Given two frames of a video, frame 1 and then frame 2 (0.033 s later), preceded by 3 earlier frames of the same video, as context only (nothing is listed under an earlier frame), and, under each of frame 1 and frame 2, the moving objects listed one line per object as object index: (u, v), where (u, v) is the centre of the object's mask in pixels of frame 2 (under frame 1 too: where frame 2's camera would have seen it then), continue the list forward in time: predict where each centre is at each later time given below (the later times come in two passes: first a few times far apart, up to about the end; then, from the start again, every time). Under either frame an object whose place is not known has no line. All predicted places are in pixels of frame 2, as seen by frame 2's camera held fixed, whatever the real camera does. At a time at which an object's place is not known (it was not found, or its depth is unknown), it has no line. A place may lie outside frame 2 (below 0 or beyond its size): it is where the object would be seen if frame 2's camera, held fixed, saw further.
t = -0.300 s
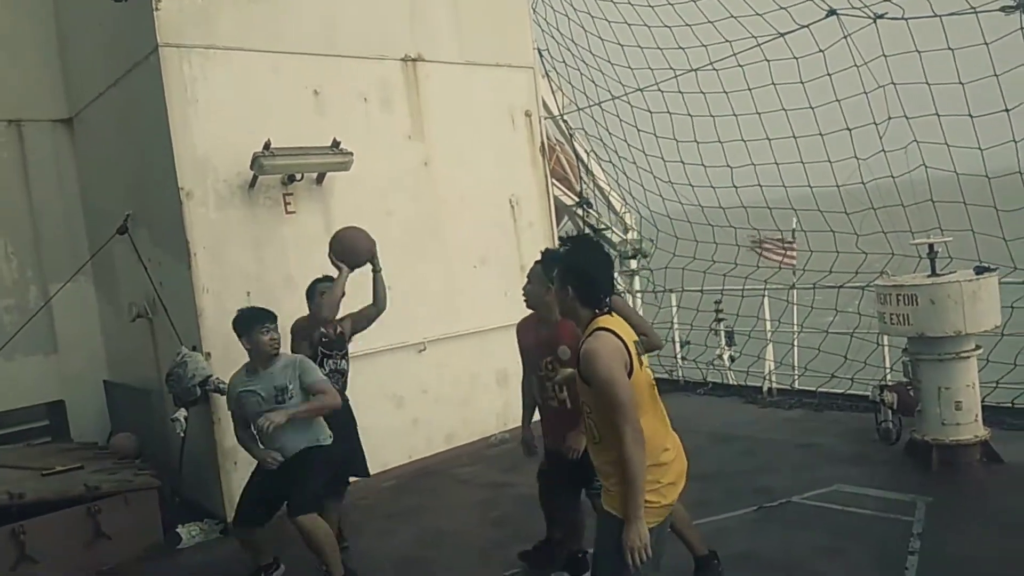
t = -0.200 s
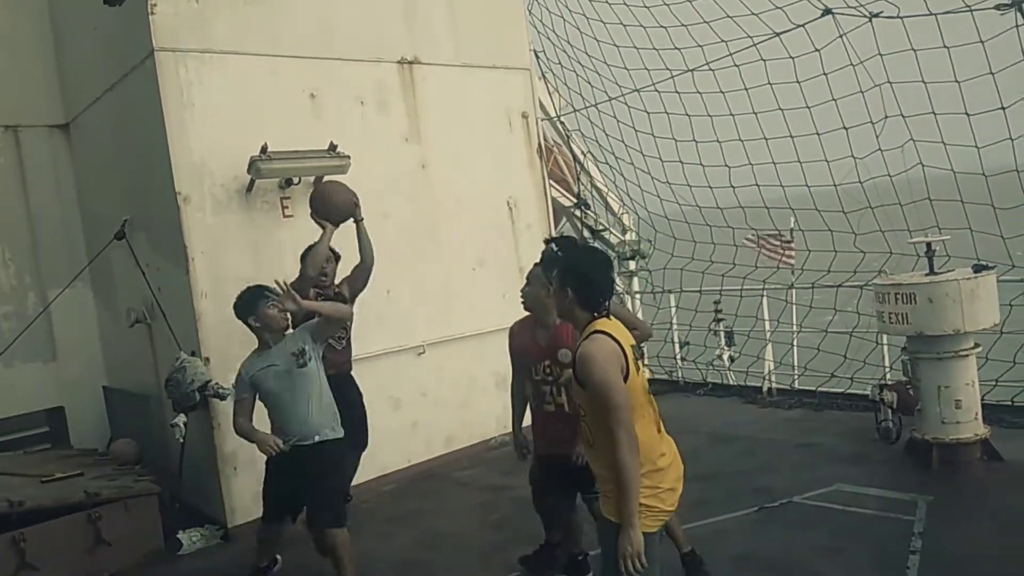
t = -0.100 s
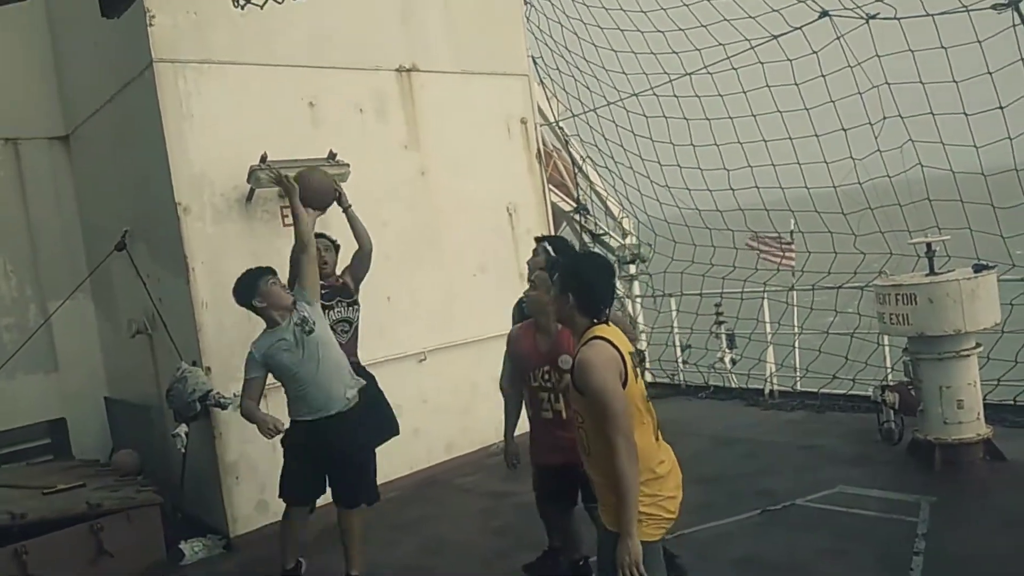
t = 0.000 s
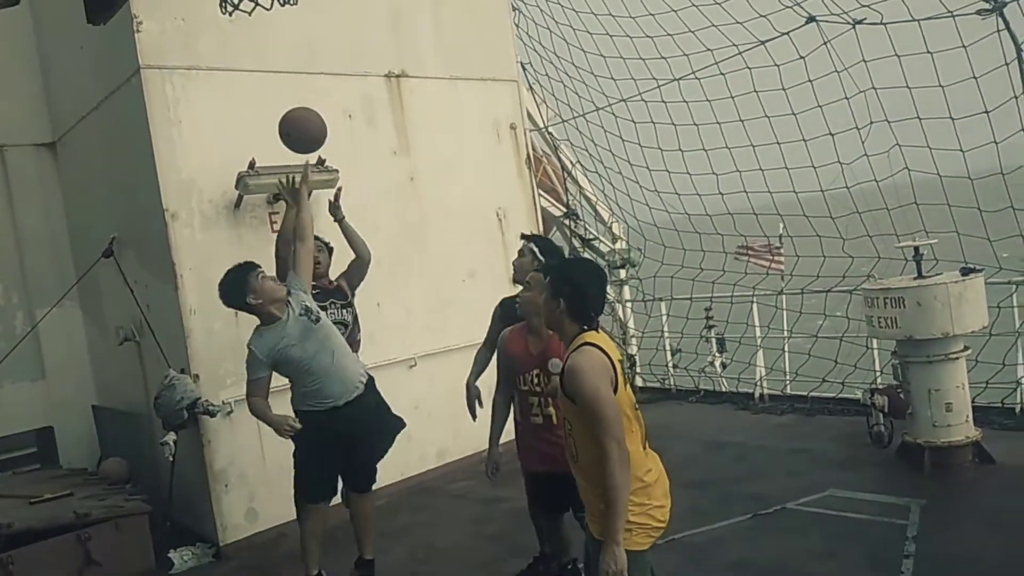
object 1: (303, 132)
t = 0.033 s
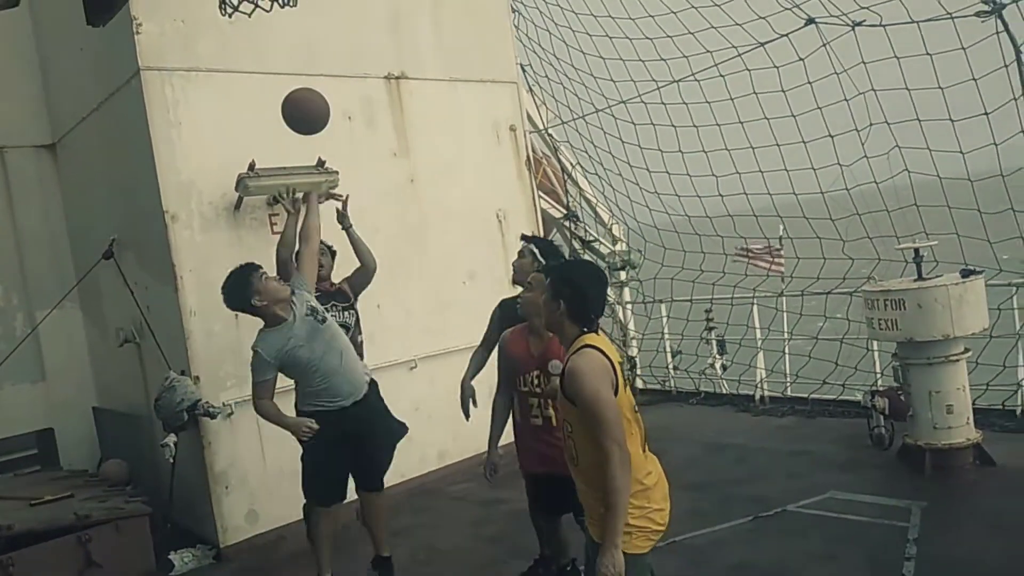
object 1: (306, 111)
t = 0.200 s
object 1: (327, 37)
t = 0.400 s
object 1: (366, 20)
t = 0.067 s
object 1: (309, 92)
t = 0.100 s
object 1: (313, 75)
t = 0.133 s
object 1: (317, 60)
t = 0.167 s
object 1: (322, 47)
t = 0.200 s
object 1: (327, 37)
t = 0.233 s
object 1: (332, 28)
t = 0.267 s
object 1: (338, 22)
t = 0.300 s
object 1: (344, 19)
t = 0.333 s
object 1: (350, 17)
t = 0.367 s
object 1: (358, 18)
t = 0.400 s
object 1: (366, 20)
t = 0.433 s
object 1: (373, 25)
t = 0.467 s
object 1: (380, 33)
